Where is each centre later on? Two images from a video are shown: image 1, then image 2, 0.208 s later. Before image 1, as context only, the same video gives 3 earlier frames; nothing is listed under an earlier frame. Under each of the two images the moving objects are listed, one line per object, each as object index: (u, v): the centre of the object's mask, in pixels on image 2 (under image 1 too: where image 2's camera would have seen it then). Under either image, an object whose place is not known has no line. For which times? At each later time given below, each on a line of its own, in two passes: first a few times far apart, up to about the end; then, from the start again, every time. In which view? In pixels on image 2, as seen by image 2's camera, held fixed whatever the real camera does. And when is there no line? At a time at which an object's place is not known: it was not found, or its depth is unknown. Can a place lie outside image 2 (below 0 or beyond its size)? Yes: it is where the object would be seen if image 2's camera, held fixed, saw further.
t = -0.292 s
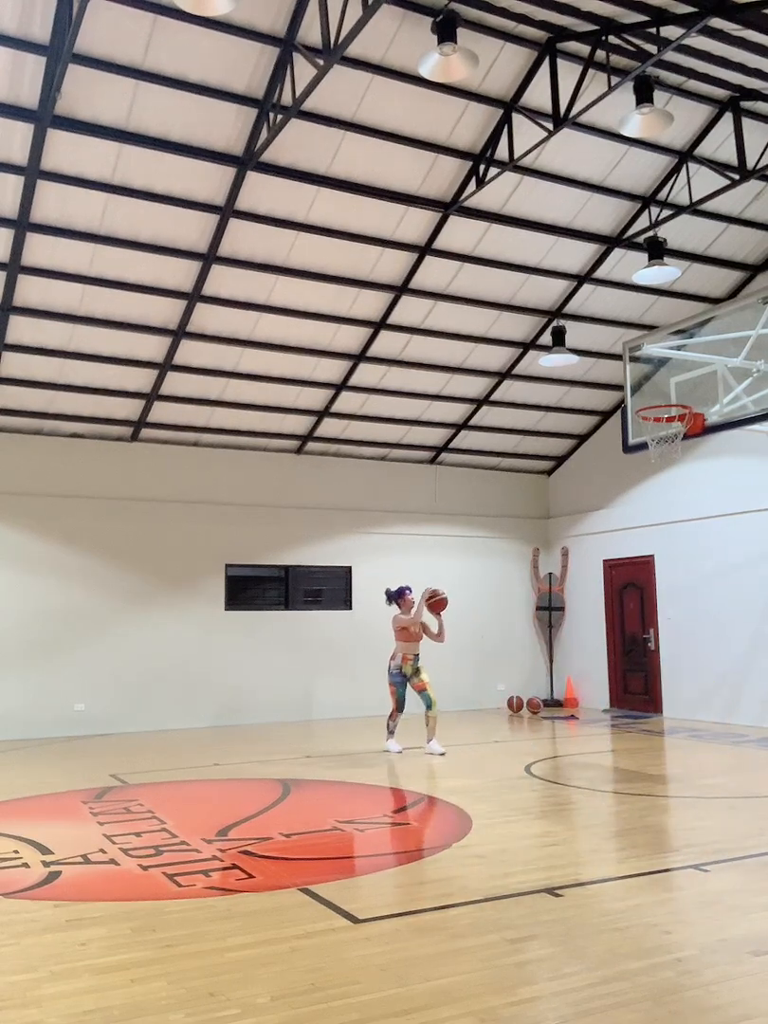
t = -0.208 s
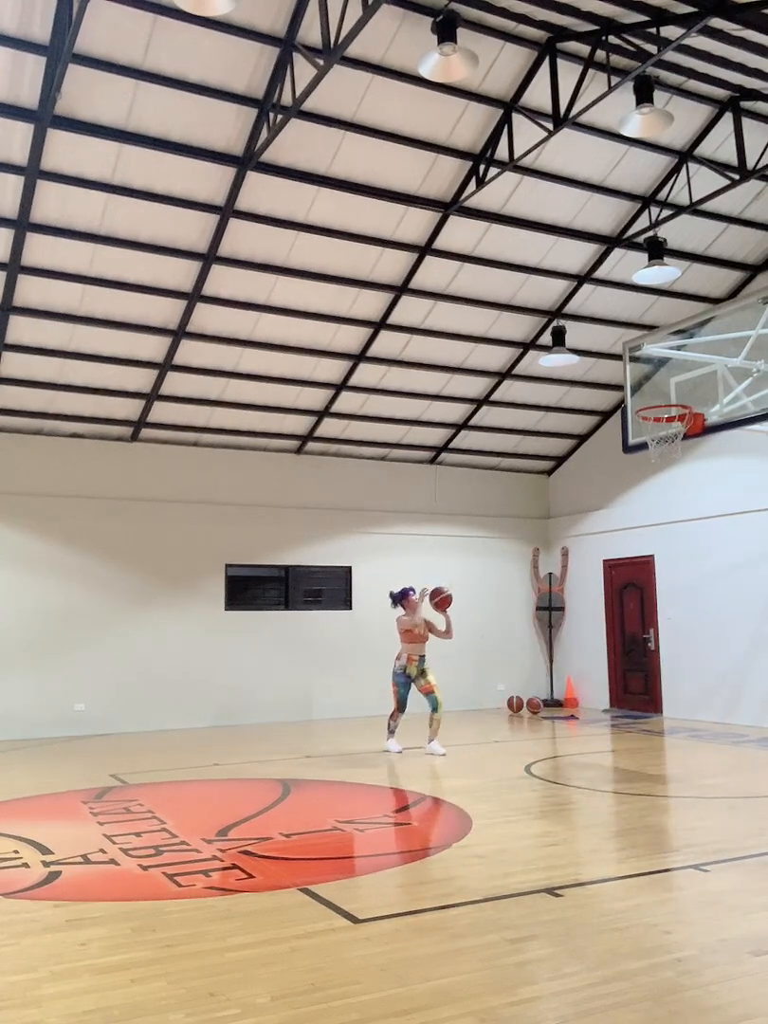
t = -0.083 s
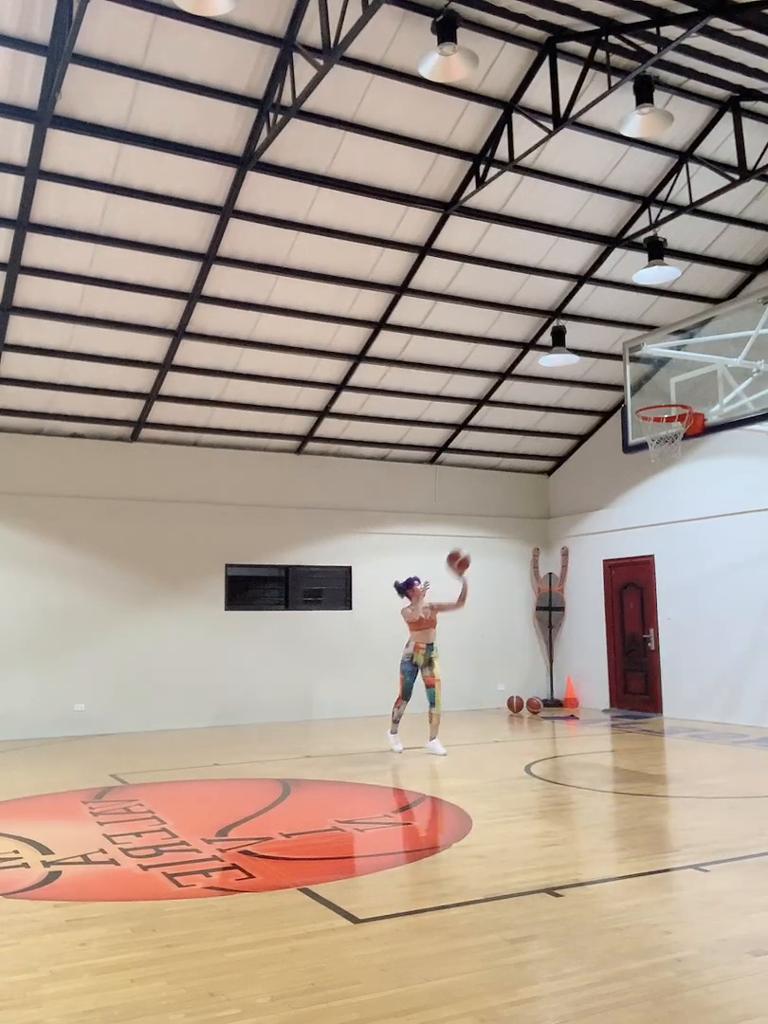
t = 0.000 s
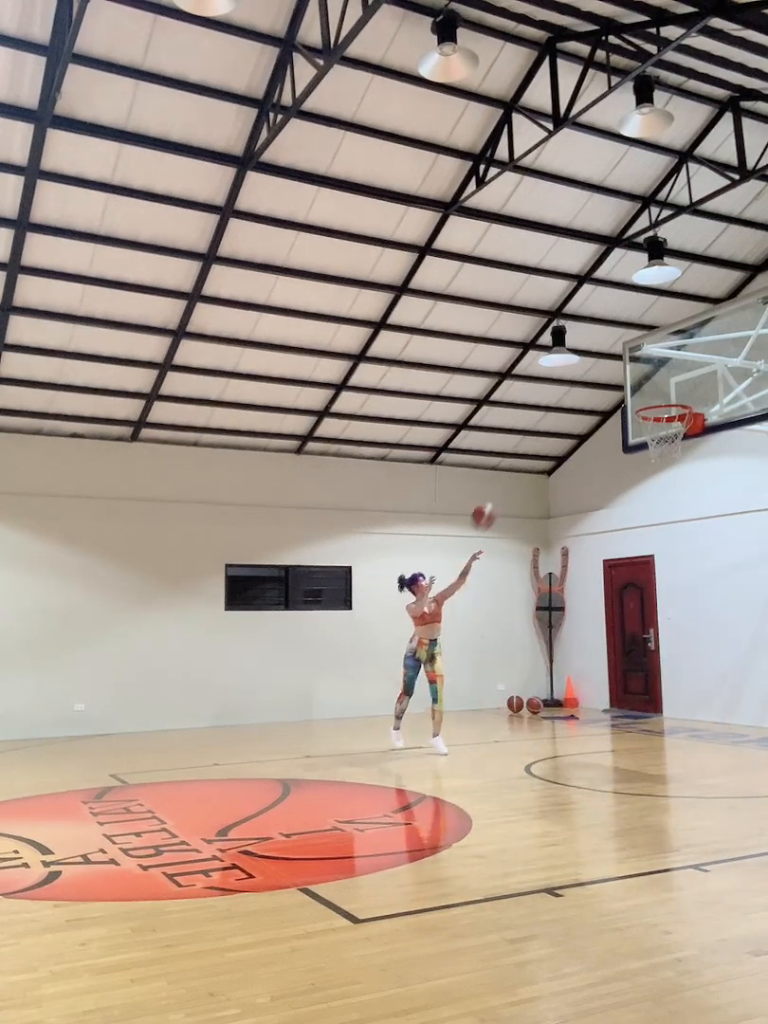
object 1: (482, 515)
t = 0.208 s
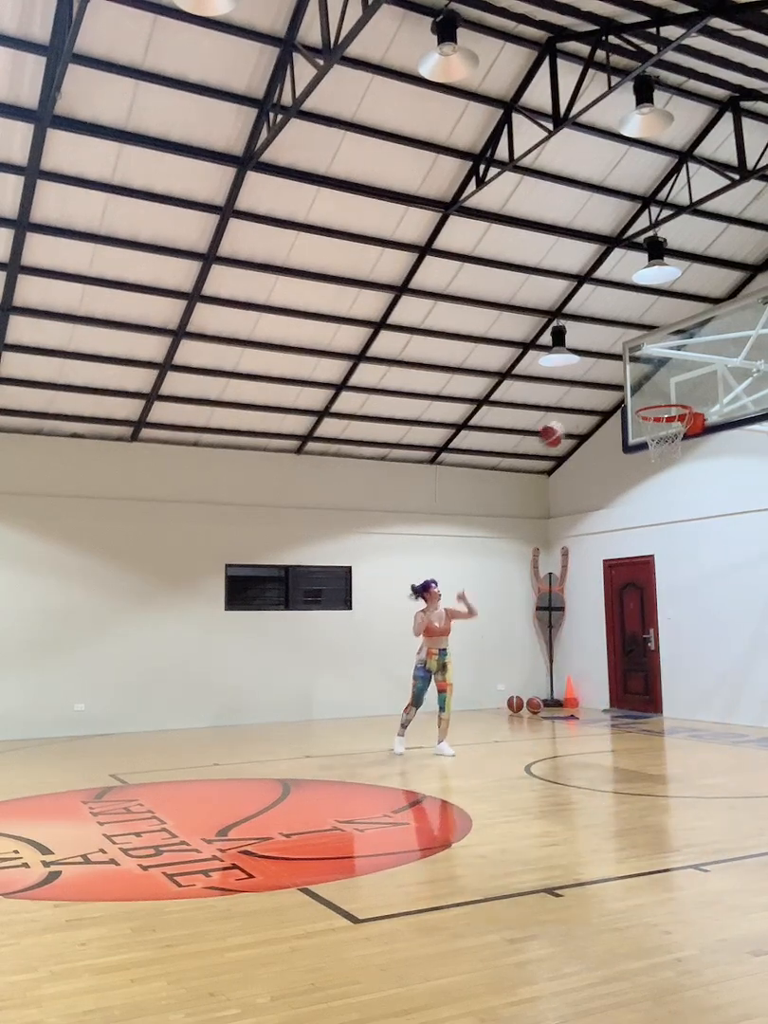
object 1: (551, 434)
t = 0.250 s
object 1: (565, 424)
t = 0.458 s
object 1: (638, 391)
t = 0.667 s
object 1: (660, 401)
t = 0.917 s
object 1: (658, 433)
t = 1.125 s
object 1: (664, 471)
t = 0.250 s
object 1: (565, 424)
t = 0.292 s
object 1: (580, 413)
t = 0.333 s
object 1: (594, 405)
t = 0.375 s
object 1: (610, 398)
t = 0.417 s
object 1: (623, 395)
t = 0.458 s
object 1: (638, 391)
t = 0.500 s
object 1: (653, 390)
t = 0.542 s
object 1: (662, 391)
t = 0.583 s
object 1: (661, 392)
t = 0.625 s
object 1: (660, 395)
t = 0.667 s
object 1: (660, 401)
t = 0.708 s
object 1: (657, 408)
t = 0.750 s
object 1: (657, 418)
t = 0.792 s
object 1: (658, 426)
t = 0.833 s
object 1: (658, 425)
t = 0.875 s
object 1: (656, 427)
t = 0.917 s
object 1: (658, 433)
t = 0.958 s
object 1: (658, 437)
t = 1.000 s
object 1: (659, 445)
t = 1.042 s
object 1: (660, 453)
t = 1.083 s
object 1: (662, 462)
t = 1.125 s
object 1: (664, 471)
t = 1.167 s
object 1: (666, 485)
